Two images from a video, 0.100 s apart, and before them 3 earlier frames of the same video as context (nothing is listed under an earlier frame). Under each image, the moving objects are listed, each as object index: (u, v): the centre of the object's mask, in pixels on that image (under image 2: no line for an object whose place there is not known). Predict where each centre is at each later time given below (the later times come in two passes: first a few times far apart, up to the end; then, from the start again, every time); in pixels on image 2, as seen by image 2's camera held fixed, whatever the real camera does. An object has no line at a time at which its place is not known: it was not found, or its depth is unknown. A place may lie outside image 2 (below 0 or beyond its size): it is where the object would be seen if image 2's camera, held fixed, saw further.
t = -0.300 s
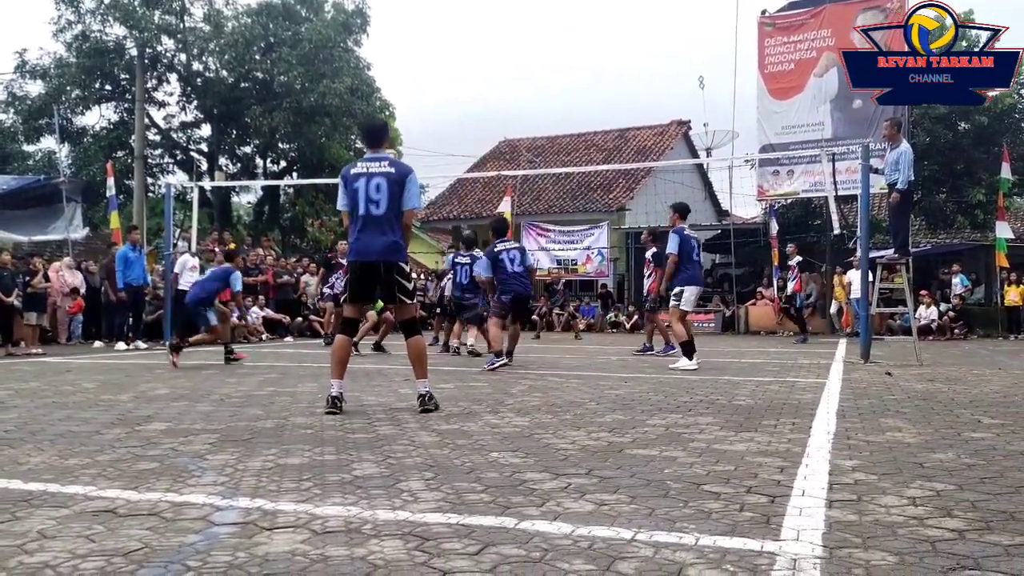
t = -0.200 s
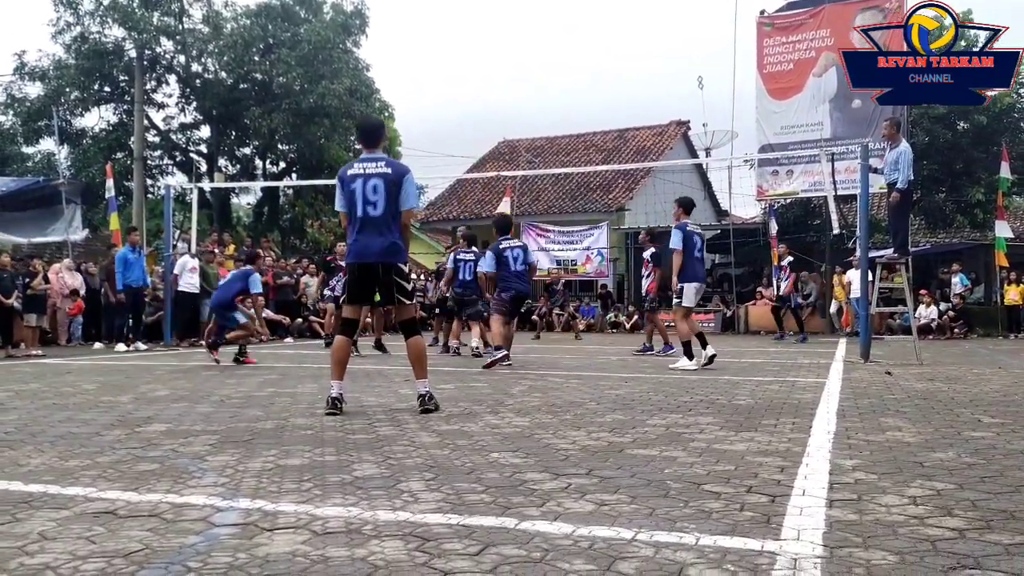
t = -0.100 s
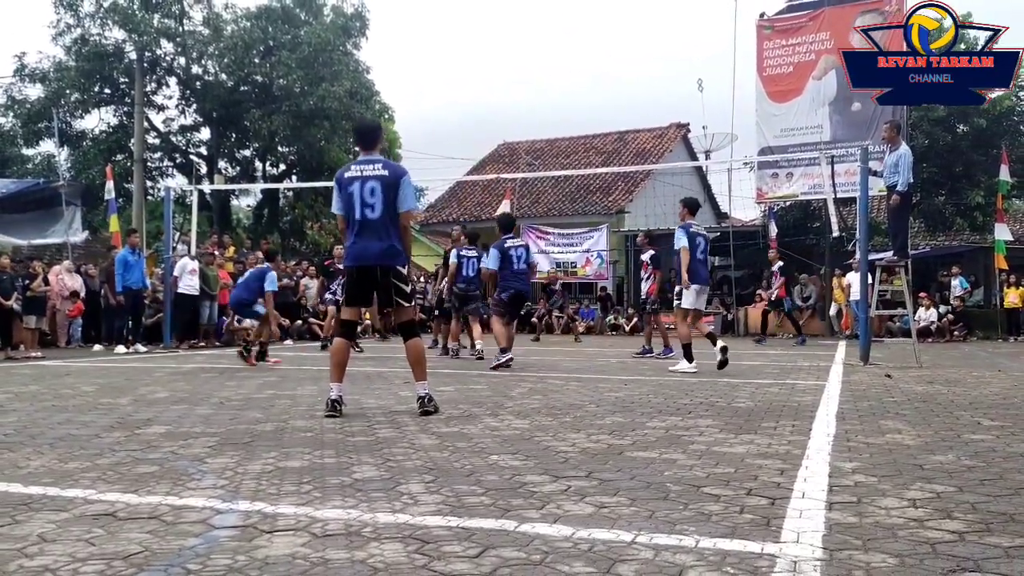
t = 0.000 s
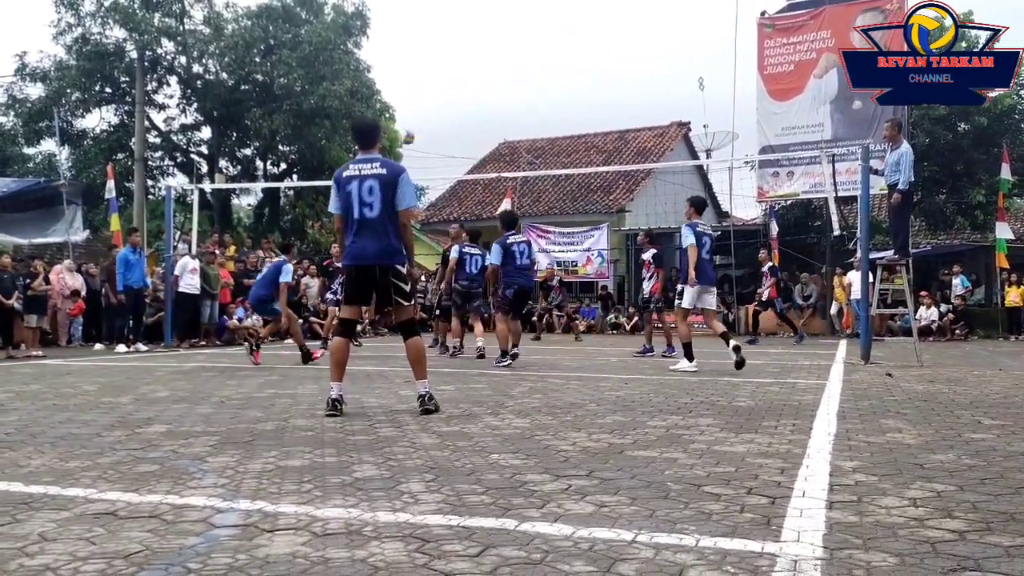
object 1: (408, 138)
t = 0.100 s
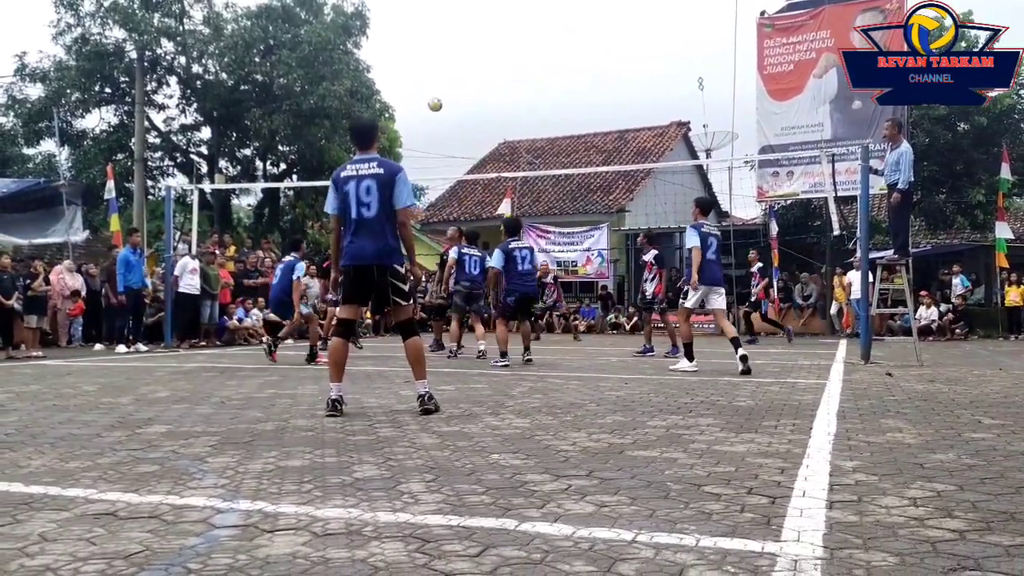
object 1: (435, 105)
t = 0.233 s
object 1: (468, 75)
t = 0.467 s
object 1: (517, 55)
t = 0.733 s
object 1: (562, 72)
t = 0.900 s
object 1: (585, 99)
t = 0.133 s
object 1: (444, 95)
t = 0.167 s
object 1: (452, 88)
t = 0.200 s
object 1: (460, 81)
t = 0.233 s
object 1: (468, 75)
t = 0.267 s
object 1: (476, 70)
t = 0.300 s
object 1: (483, 66)
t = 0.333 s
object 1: (490, 62)
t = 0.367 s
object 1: (497, 59)
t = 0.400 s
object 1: (504, 57)
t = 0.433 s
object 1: (510, 56)
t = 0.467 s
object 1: (517, 55)
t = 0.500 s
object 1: (523, 55)
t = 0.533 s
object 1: (529, 55)
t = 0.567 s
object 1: (535, 57)
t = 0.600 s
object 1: (540, 59)
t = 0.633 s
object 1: (546, 61)
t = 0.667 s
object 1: (551, 64)
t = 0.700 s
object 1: (556, 67)
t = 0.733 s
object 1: (562, 72)
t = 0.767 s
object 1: (566, 76)
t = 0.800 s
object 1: (571, 81)
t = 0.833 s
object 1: (576, 86)
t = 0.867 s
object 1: (580, 93)
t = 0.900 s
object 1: (585, 99)
